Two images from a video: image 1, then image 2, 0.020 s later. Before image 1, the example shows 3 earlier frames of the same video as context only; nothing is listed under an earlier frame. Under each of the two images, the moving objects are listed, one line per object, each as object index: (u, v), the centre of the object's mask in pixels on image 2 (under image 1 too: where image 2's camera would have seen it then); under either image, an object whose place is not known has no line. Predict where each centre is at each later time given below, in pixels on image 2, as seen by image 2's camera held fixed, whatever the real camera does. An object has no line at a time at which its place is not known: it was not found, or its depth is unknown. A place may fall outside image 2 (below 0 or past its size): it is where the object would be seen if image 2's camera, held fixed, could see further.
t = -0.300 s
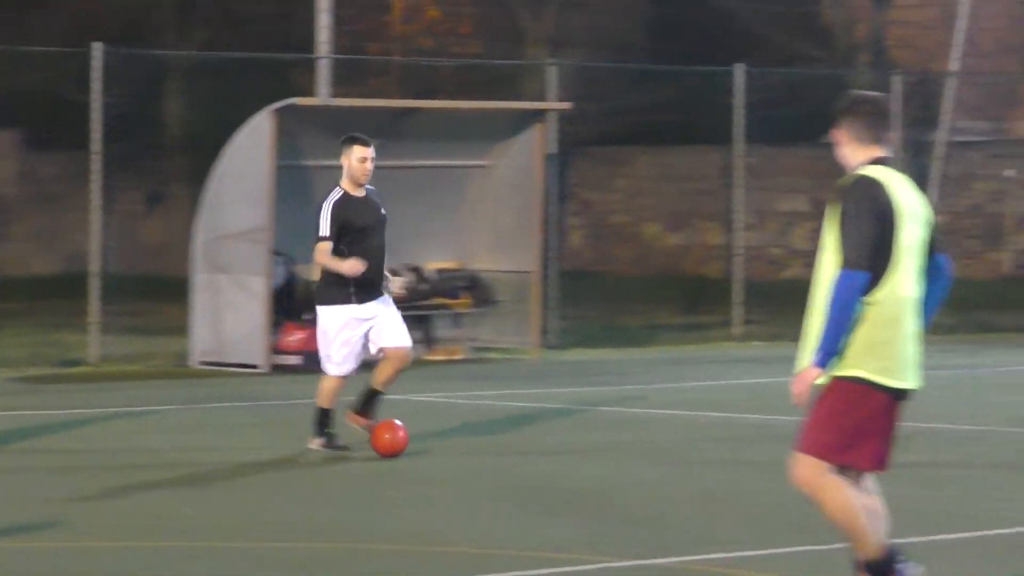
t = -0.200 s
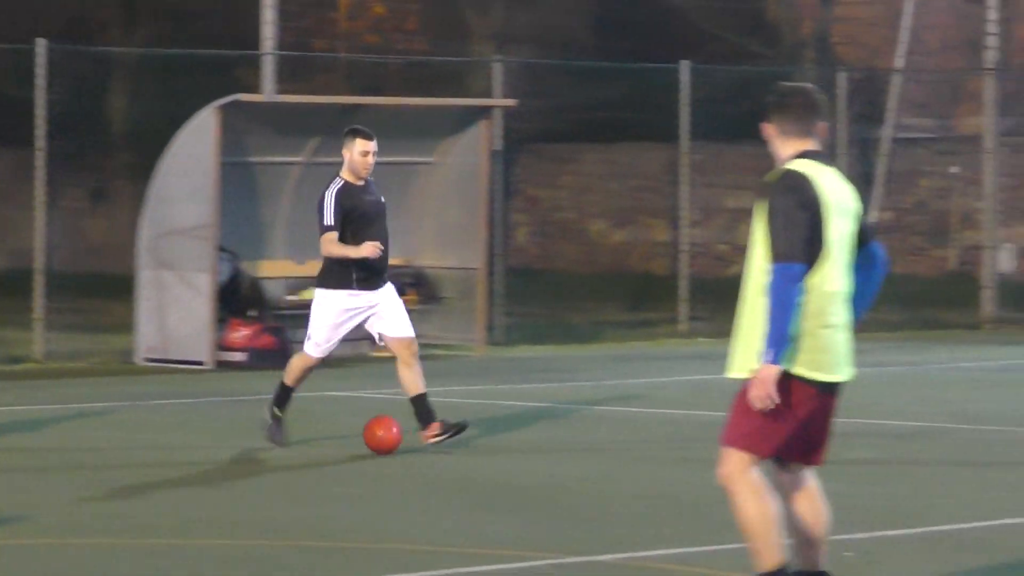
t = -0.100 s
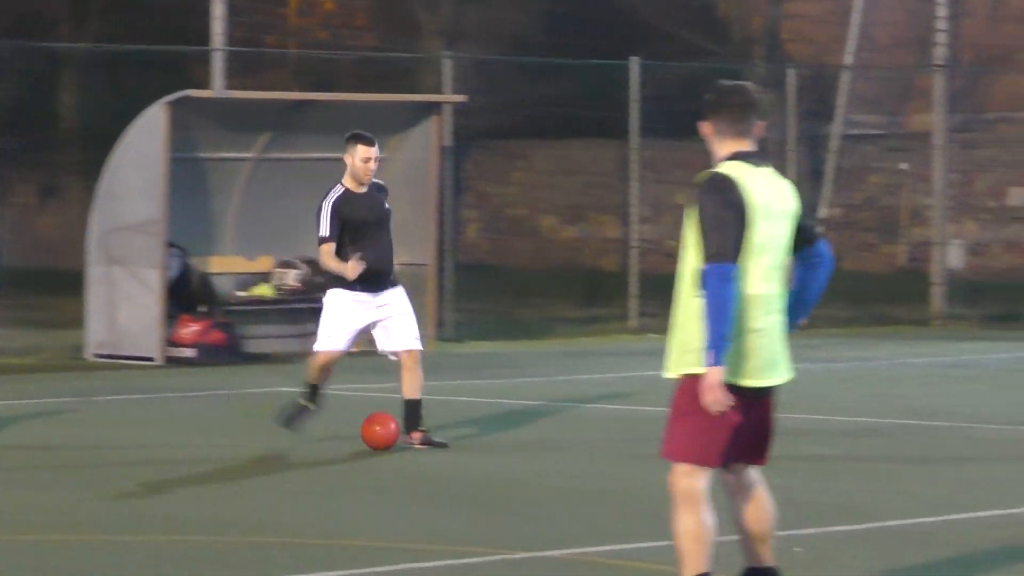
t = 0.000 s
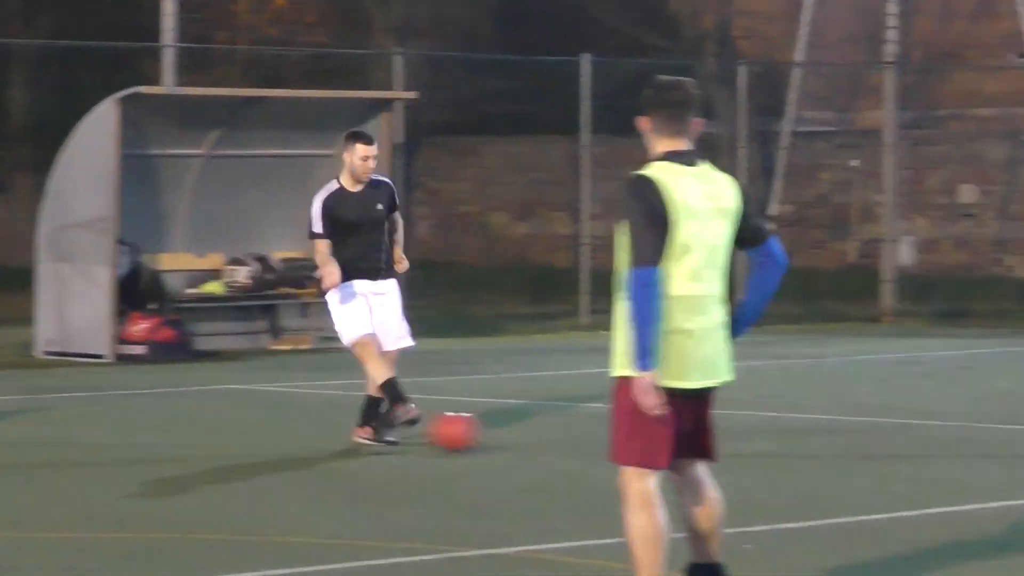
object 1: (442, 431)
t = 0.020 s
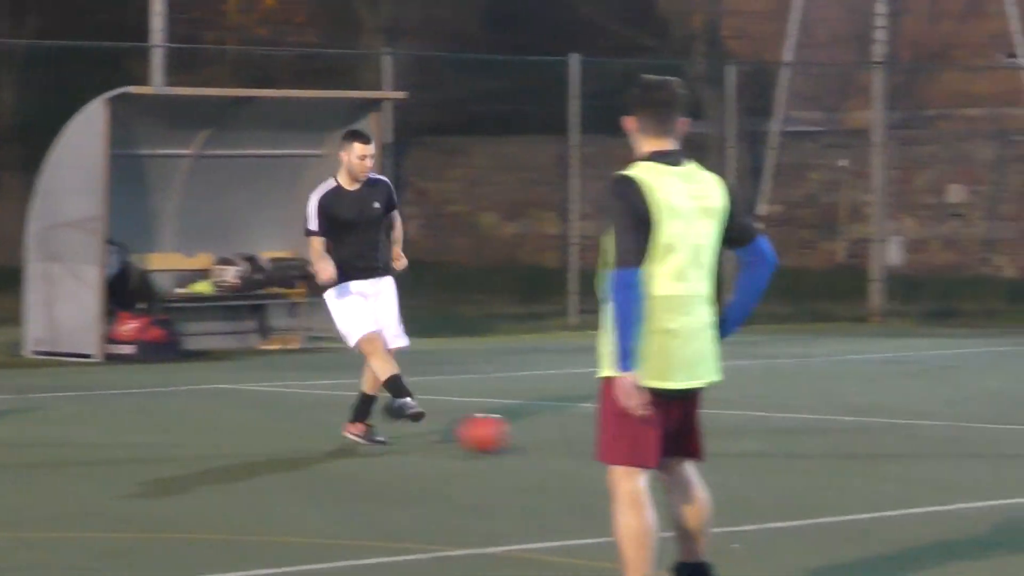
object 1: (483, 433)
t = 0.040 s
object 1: (527, 436)
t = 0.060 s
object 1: (568, 439)
